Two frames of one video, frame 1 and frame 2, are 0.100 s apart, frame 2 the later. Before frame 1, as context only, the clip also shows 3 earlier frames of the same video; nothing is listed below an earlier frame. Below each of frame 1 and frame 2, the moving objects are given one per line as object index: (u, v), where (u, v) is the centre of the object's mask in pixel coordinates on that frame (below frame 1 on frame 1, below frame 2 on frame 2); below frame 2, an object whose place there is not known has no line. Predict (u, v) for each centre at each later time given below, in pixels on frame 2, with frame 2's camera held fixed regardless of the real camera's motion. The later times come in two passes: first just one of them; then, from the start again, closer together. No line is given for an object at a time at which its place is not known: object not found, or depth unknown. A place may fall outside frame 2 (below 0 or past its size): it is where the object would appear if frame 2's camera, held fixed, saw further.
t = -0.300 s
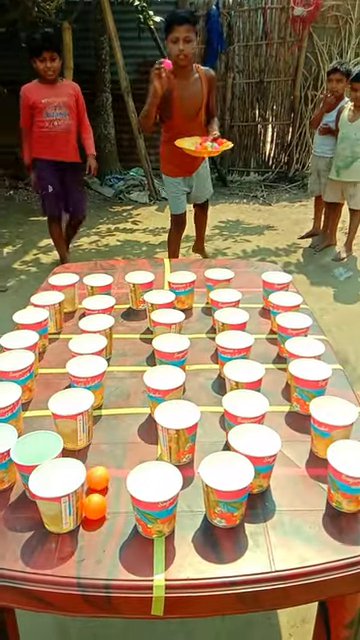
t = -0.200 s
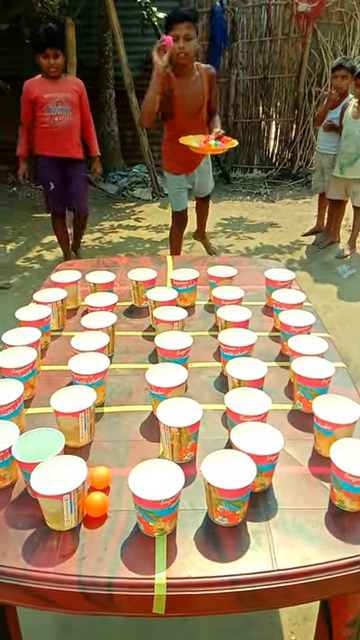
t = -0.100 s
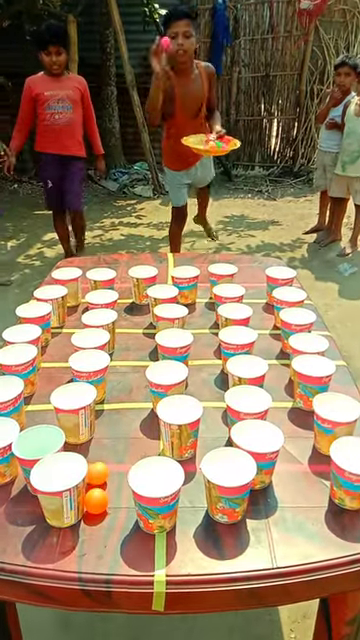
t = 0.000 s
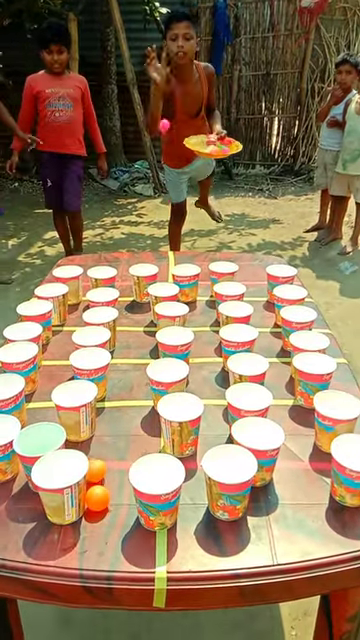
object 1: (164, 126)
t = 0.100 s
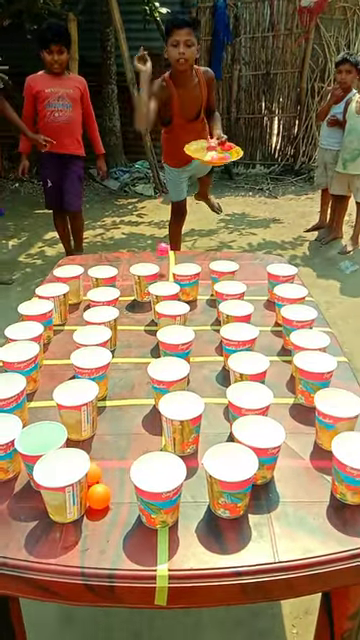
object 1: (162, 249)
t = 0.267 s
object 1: (152, 234)
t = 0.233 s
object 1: (155, 224)
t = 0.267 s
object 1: (152, 234)
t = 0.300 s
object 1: (151, 250)
